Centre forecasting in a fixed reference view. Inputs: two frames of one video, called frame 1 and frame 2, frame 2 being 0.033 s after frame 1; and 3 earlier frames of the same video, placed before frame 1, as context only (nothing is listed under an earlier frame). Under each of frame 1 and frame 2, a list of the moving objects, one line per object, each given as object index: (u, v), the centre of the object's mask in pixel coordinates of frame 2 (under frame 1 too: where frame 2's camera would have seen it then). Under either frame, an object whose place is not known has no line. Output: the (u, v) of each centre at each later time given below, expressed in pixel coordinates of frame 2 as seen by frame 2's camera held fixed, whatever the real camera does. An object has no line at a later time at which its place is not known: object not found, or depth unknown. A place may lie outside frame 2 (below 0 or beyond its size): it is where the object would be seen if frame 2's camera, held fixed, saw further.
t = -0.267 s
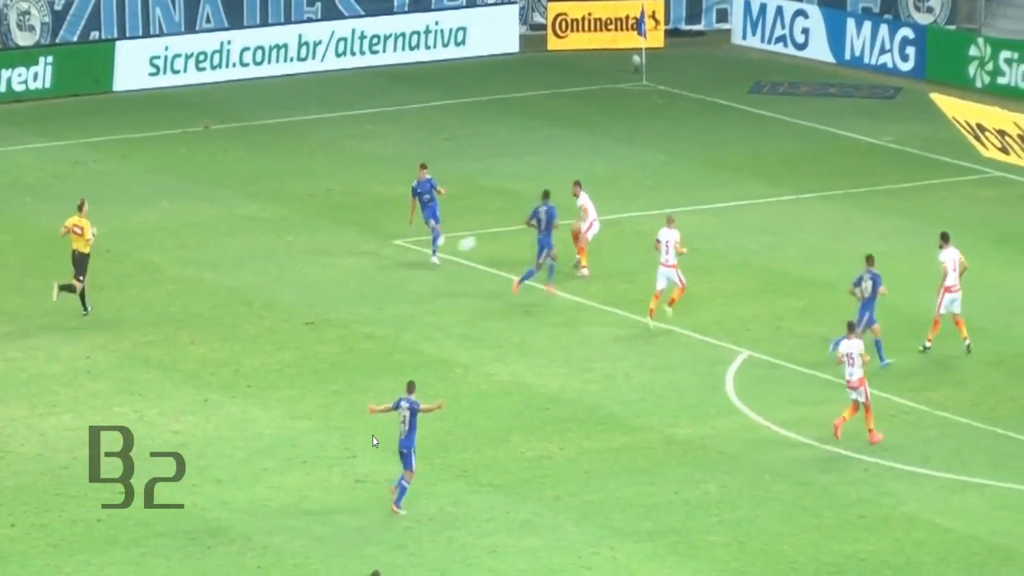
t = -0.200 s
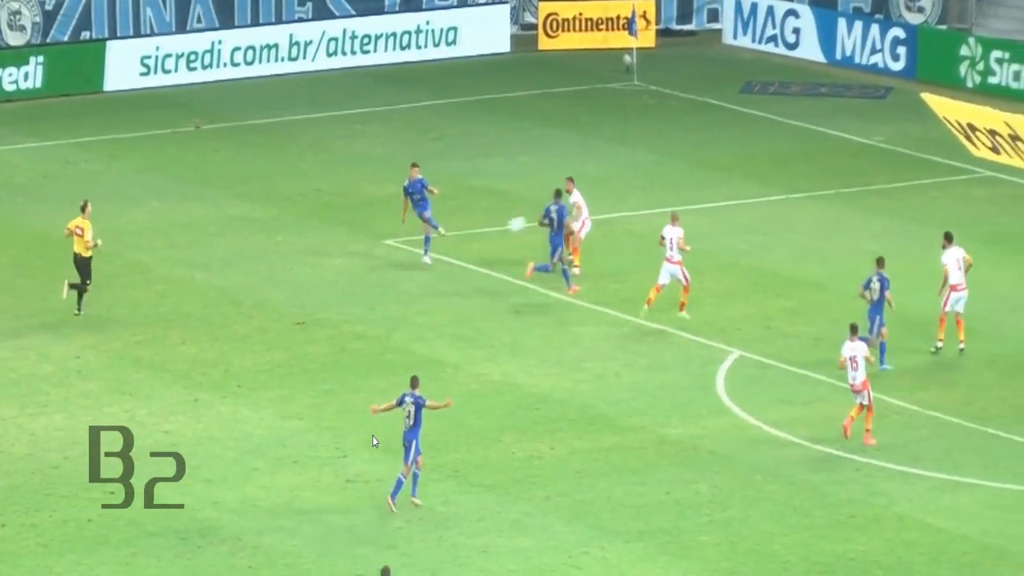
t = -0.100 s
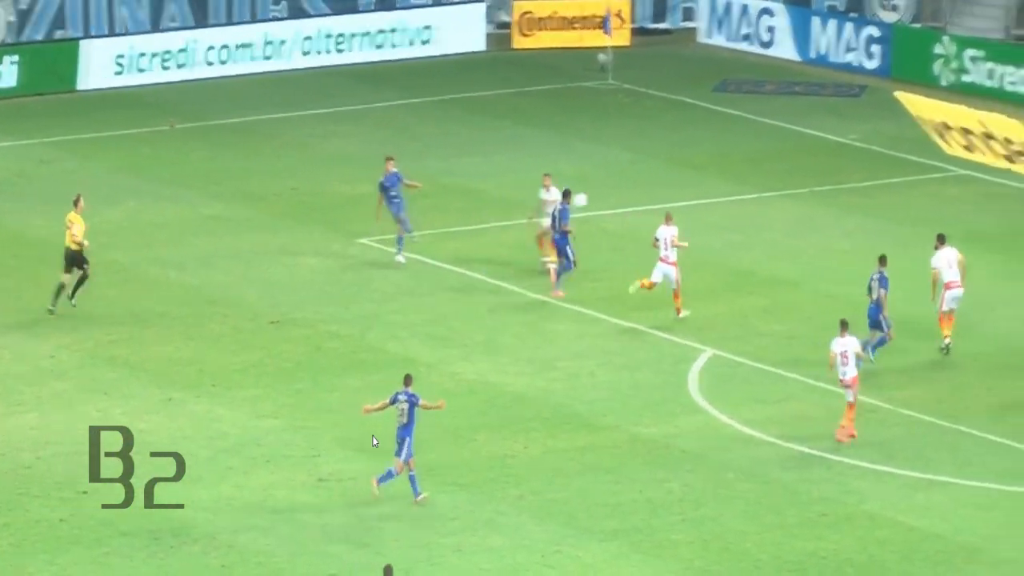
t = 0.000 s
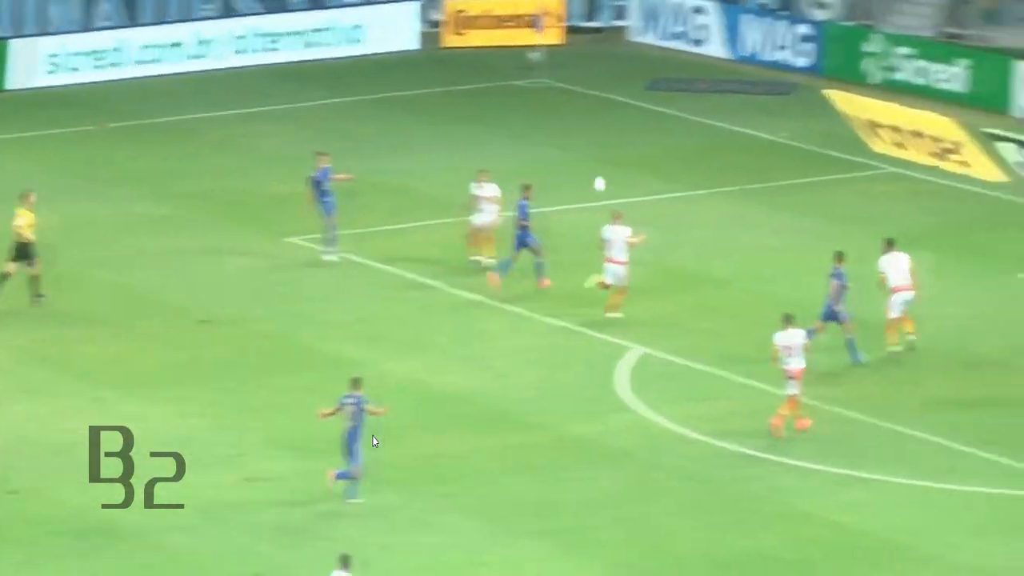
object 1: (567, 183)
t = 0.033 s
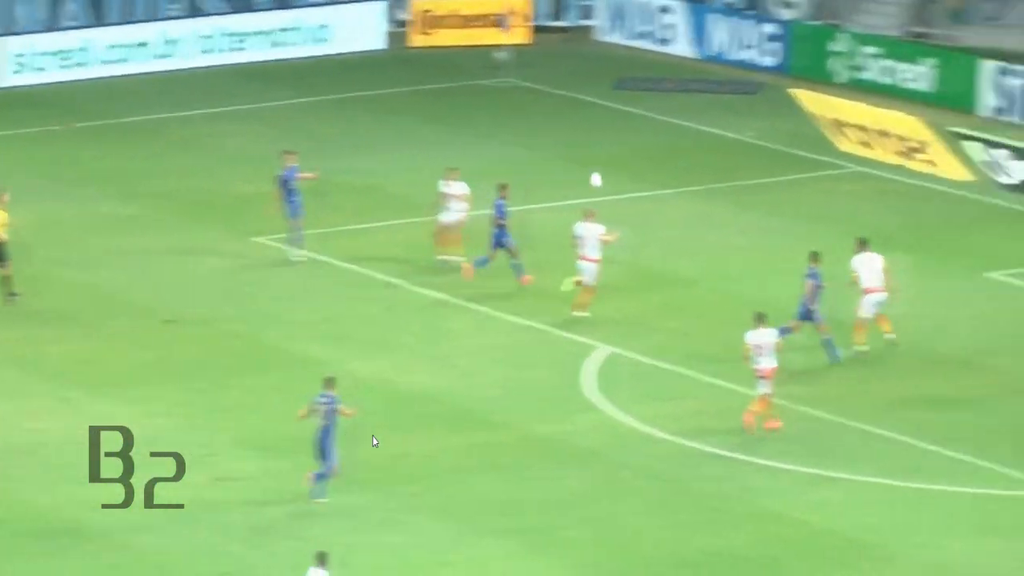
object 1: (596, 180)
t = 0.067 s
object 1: (625, 177)
